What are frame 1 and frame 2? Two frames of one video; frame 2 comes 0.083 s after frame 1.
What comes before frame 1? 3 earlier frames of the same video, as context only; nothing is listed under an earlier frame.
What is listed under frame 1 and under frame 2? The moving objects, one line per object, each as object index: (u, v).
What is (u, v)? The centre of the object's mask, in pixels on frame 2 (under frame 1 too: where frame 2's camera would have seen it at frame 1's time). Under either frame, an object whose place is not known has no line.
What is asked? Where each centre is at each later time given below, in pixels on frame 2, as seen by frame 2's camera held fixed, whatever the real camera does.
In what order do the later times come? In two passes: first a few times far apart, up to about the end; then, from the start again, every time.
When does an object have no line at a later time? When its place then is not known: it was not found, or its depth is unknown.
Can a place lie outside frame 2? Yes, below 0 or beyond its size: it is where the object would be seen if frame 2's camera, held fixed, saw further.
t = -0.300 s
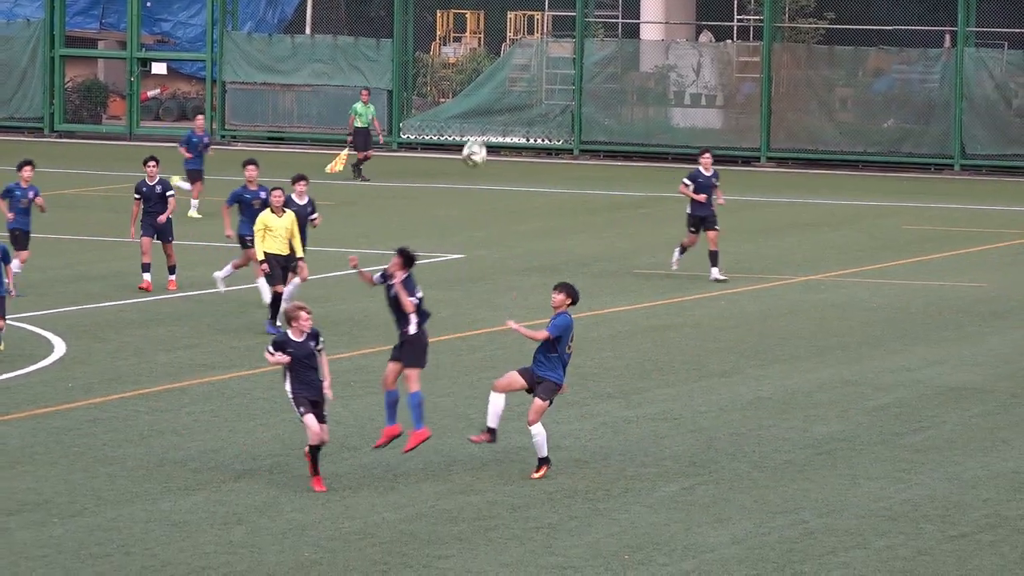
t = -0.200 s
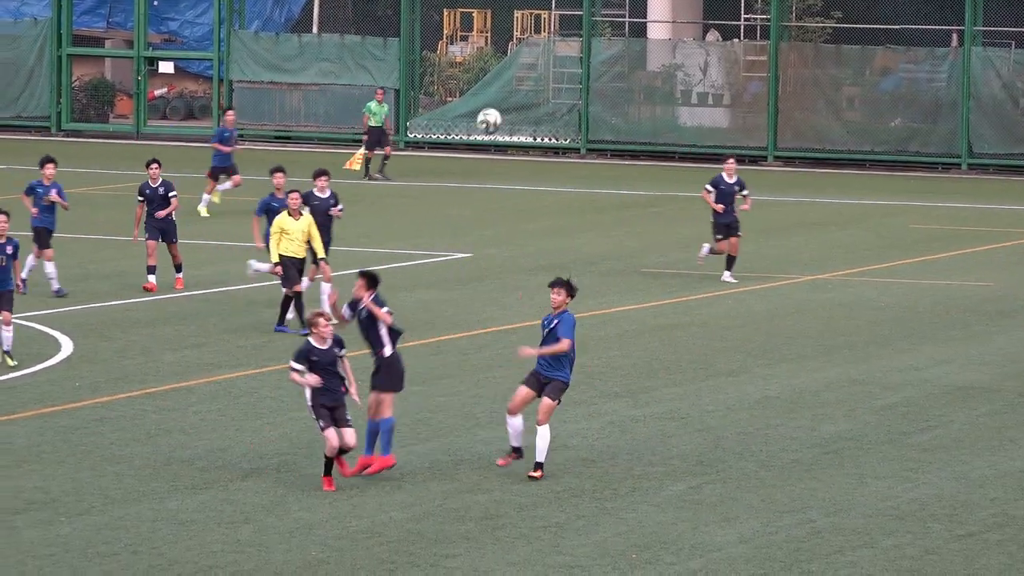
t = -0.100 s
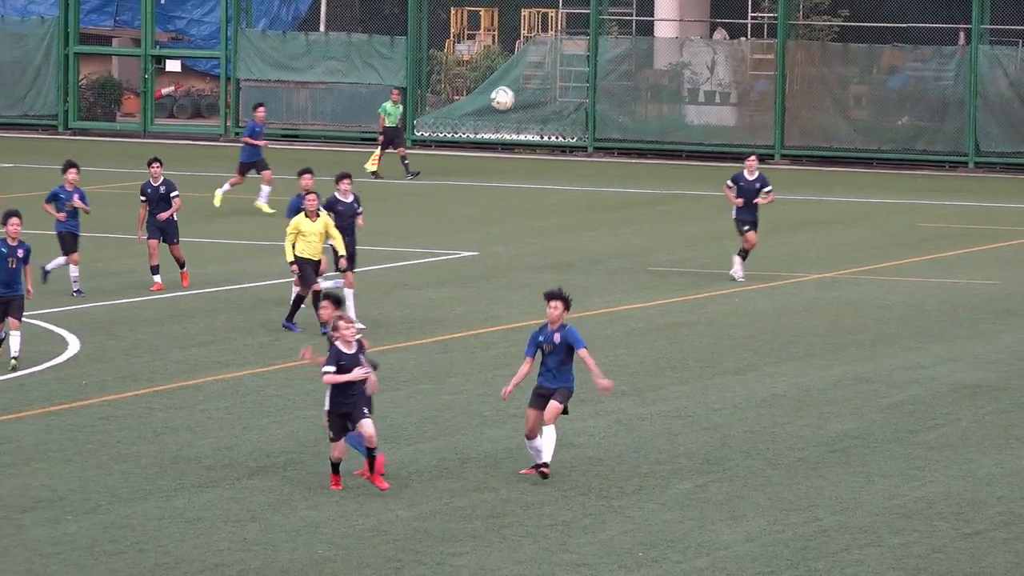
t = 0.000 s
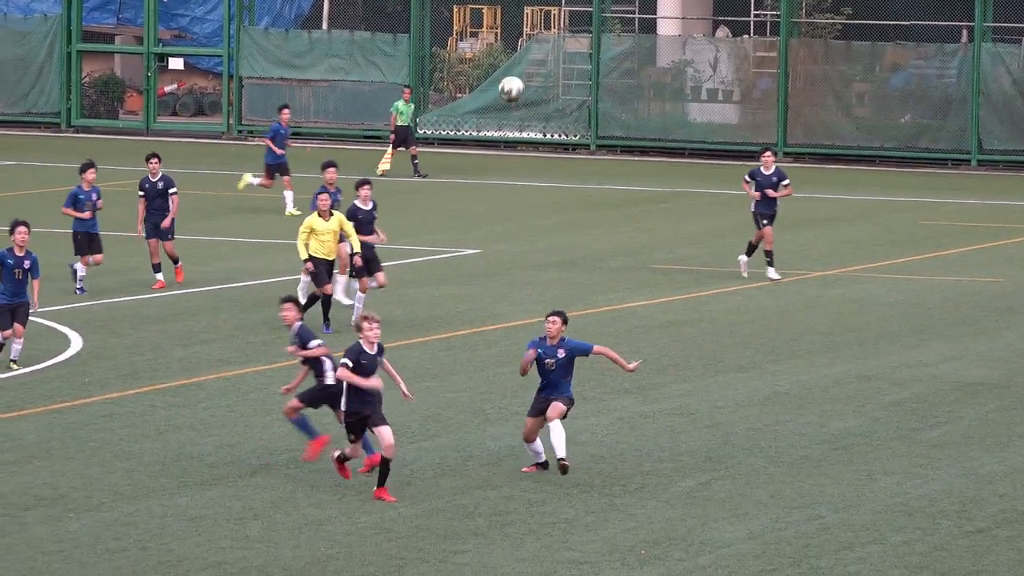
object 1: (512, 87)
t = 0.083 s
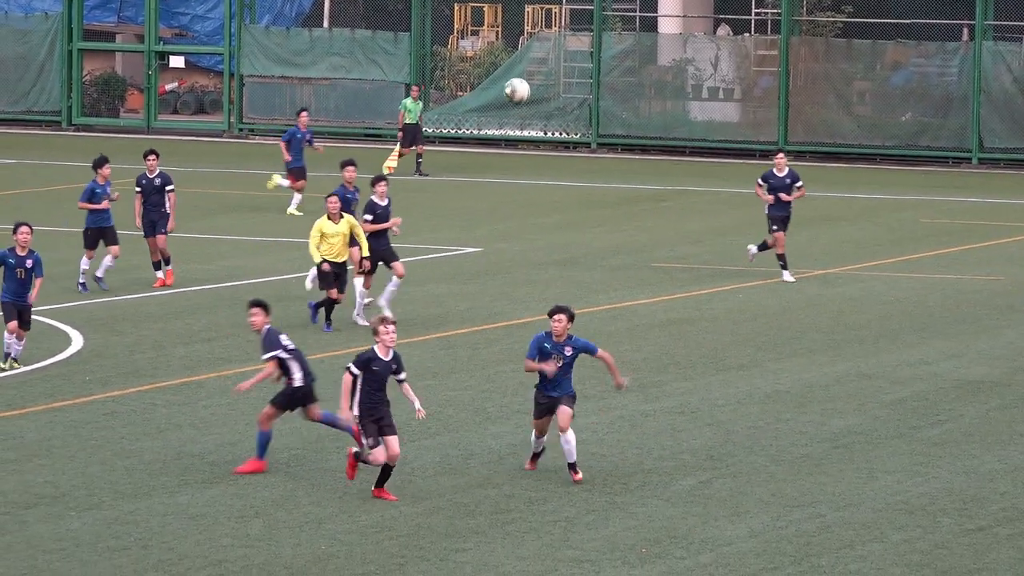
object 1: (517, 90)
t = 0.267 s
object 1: (525, 128)
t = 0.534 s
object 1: (531, 267)
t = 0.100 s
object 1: (518, 91)
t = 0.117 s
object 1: (519, 93)
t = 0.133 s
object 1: (519, 95)
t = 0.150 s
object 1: (520, 99)
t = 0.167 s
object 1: (521, 102)
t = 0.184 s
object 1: (521, 105)
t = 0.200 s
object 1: (522, 109)
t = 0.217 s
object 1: (523, 114)
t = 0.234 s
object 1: (523, 118)
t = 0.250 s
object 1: (524, 122)
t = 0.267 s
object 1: (525, 128)
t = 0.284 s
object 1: (525, 133)
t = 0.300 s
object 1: (526, 140)
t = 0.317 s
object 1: (526, 146)
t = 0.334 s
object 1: (527, 154)
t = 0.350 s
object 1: (527, 160)
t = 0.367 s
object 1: (527, 168)
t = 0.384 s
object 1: (527, 174)
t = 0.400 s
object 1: (528, 184)
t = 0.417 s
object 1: (529, 193)
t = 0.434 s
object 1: (529, 202)
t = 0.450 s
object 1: (530, 212)
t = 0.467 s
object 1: (530, 224)
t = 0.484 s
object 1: (530, 234)
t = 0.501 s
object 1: (529, 245)
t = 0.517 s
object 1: (530, 255)
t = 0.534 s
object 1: (531, 267)
